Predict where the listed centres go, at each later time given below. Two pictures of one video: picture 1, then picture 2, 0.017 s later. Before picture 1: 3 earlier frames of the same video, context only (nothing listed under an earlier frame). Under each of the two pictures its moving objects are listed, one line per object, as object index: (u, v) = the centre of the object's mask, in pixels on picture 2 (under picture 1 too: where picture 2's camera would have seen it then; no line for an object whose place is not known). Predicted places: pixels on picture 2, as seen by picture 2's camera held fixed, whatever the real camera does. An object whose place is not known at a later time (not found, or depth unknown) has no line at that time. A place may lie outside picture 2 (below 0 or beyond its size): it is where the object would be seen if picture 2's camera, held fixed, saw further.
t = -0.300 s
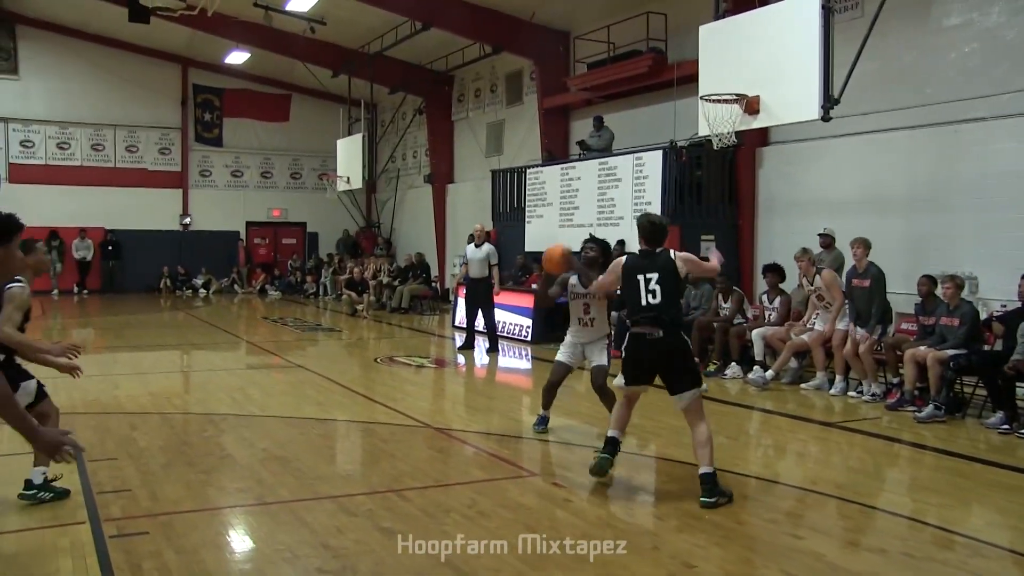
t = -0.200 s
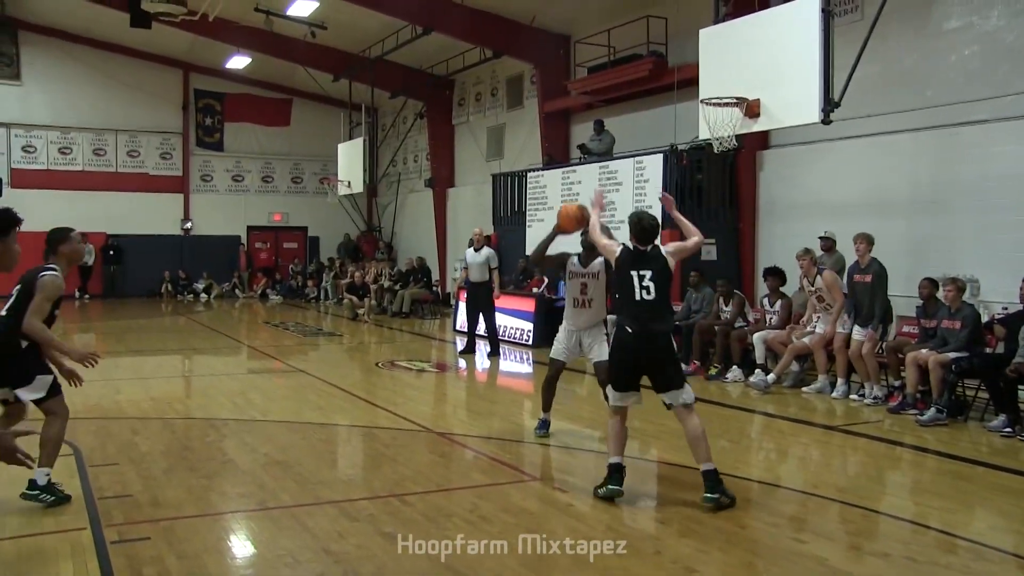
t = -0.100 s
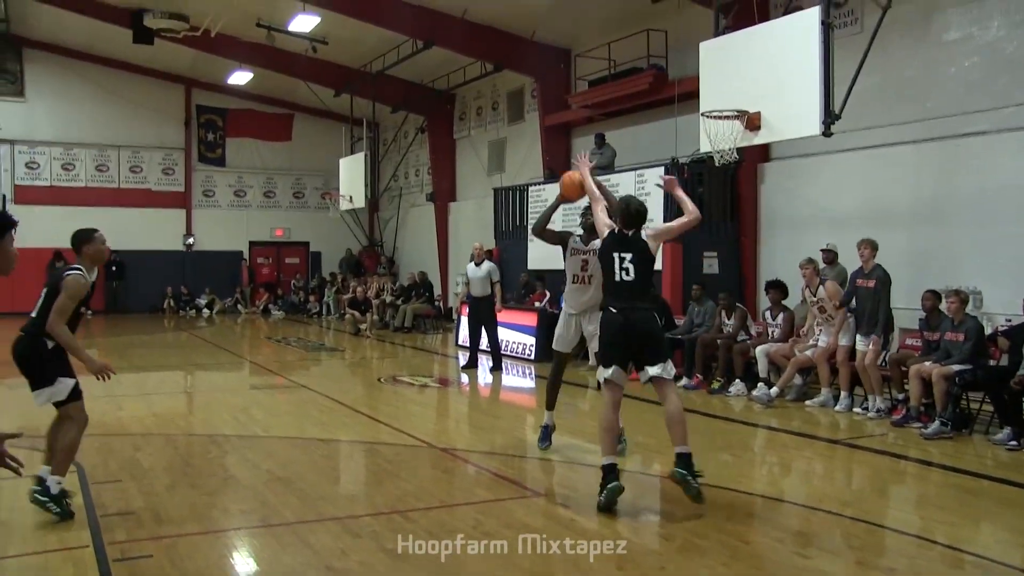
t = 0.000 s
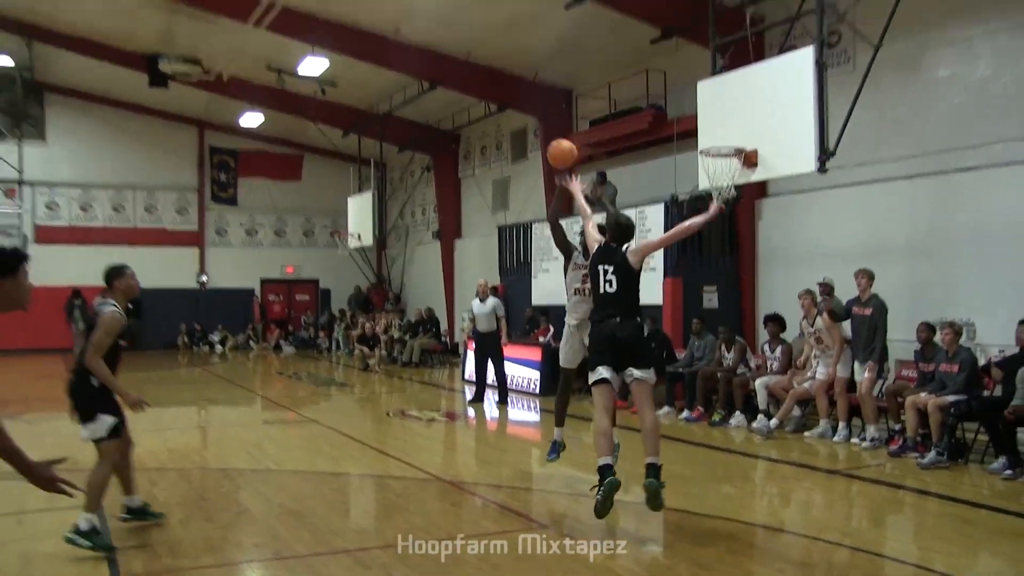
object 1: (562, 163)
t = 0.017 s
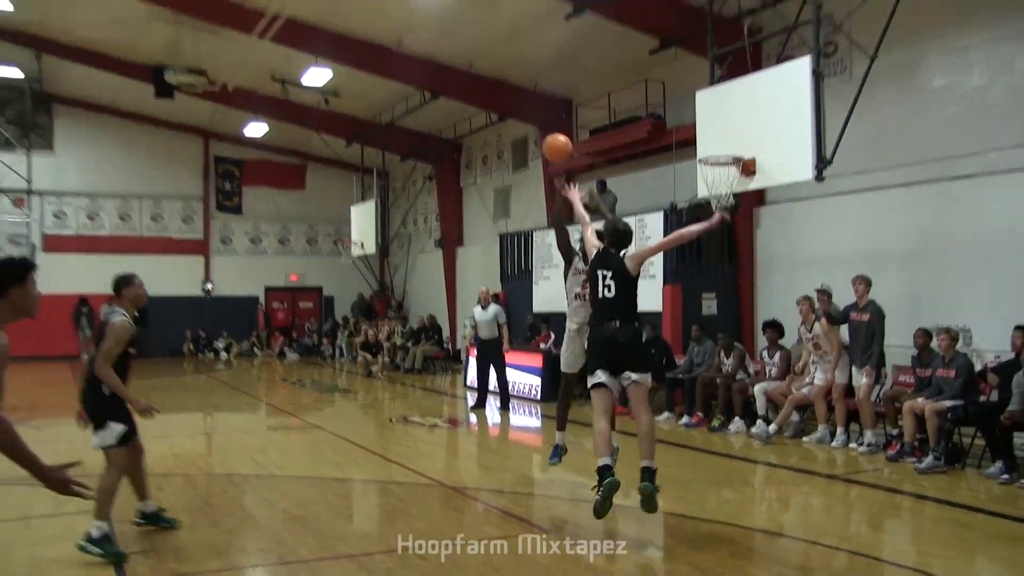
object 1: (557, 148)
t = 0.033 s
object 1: (551, 133)
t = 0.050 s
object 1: (546, 118)
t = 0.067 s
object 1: (541, 104)
